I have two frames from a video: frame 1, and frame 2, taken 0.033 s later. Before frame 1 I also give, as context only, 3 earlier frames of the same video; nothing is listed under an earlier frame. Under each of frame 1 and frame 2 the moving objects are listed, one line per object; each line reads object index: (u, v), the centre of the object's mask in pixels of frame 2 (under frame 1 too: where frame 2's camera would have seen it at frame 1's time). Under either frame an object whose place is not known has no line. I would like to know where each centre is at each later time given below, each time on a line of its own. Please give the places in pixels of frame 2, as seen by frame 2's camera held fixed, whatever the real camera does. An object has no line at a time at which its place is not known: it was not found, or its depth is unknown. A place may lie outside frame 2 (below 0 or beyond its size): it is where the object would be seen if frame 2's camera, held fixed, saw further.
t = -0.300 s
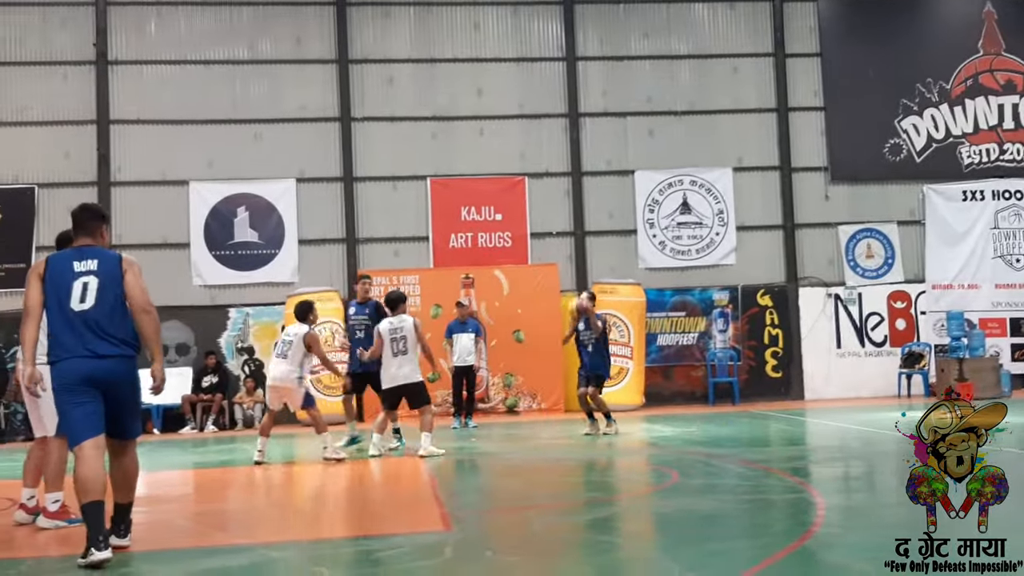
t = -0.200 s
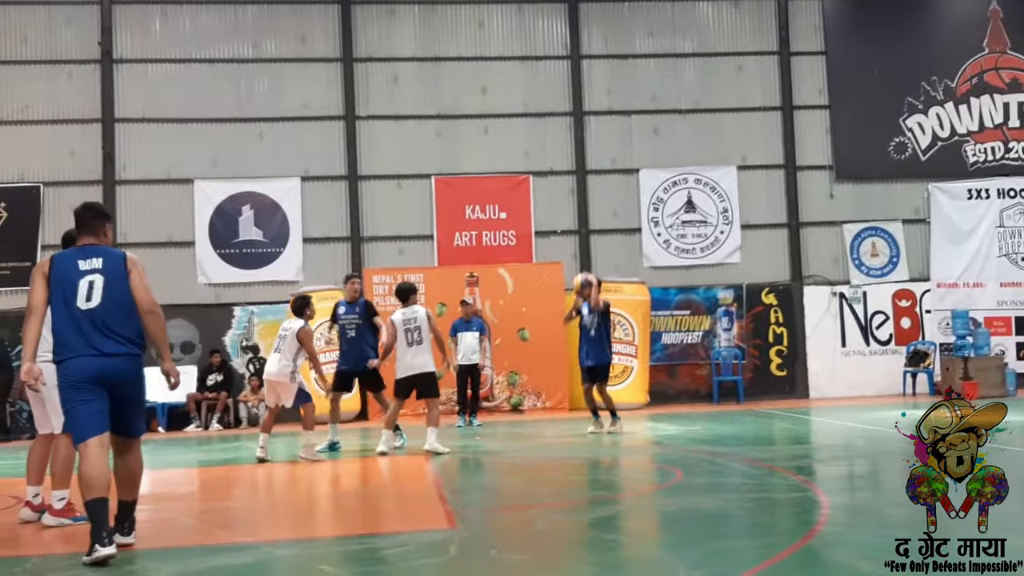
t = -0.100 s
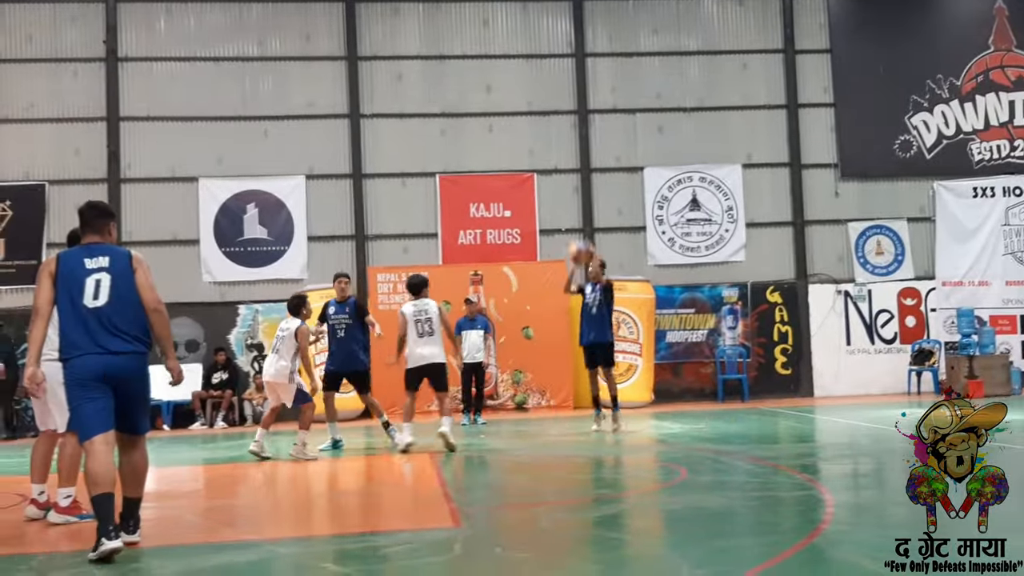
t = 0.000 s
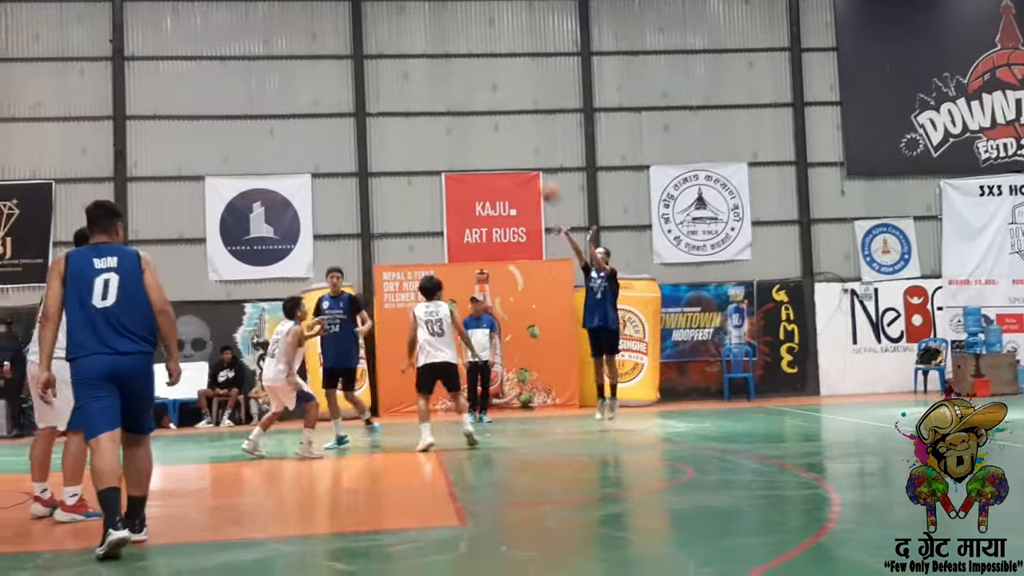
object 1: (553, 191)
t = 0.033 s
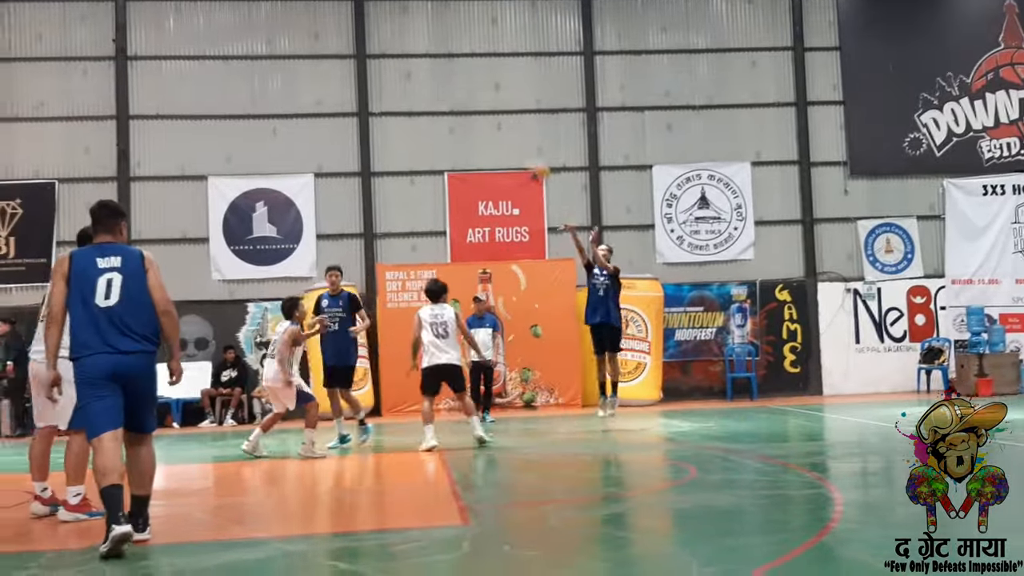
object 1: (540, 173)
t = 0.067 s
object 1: (524, 151)
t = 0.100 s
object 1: (508, 131)
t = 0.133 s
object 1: (494, 113)
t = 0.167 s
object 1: (478, 94)
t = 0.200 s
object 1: (463, 79)
